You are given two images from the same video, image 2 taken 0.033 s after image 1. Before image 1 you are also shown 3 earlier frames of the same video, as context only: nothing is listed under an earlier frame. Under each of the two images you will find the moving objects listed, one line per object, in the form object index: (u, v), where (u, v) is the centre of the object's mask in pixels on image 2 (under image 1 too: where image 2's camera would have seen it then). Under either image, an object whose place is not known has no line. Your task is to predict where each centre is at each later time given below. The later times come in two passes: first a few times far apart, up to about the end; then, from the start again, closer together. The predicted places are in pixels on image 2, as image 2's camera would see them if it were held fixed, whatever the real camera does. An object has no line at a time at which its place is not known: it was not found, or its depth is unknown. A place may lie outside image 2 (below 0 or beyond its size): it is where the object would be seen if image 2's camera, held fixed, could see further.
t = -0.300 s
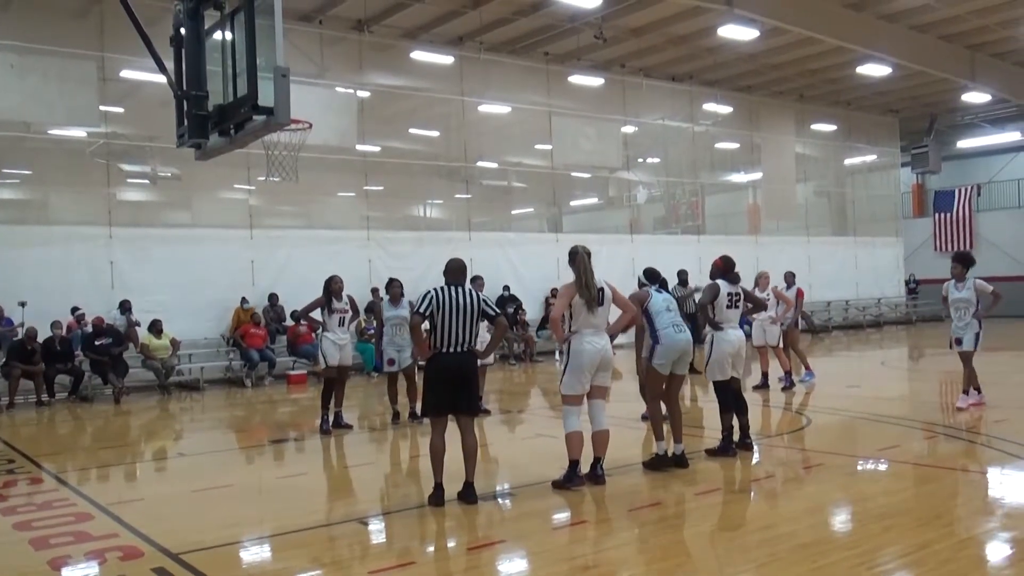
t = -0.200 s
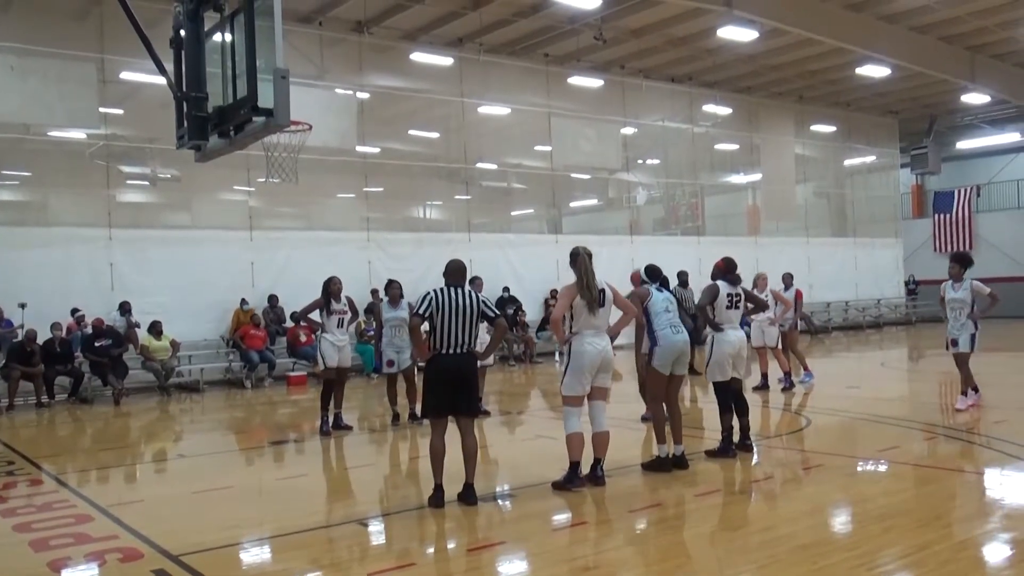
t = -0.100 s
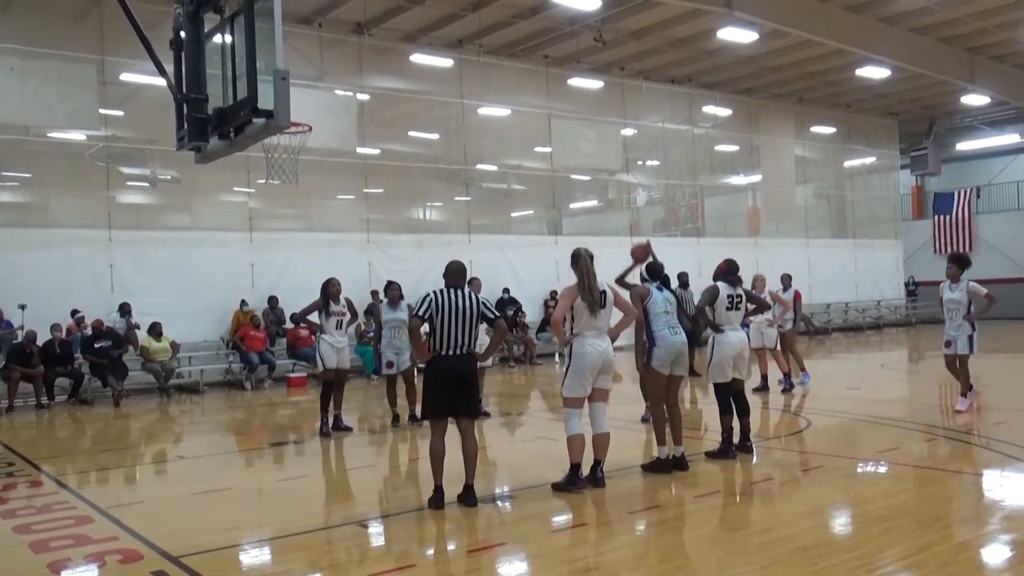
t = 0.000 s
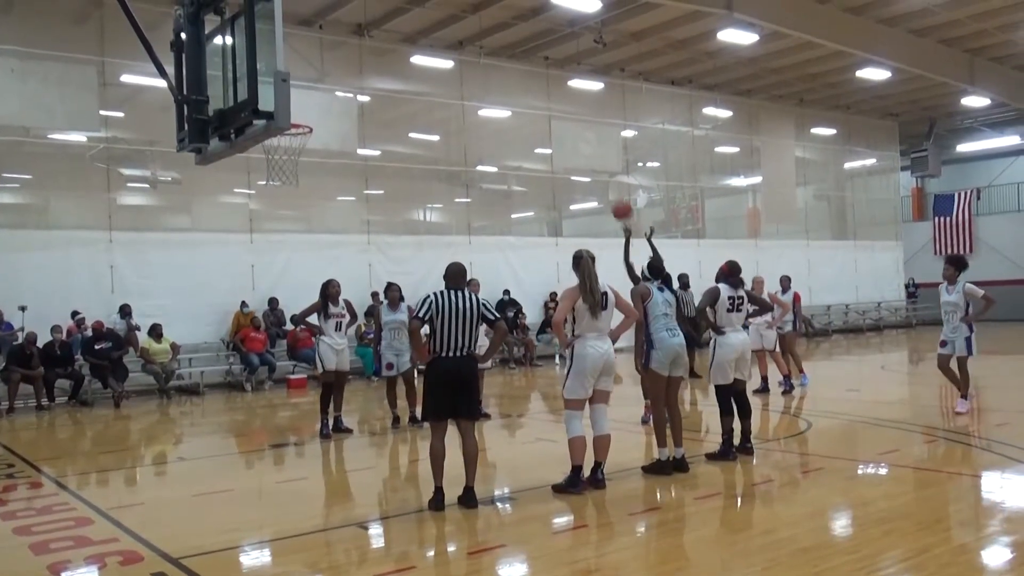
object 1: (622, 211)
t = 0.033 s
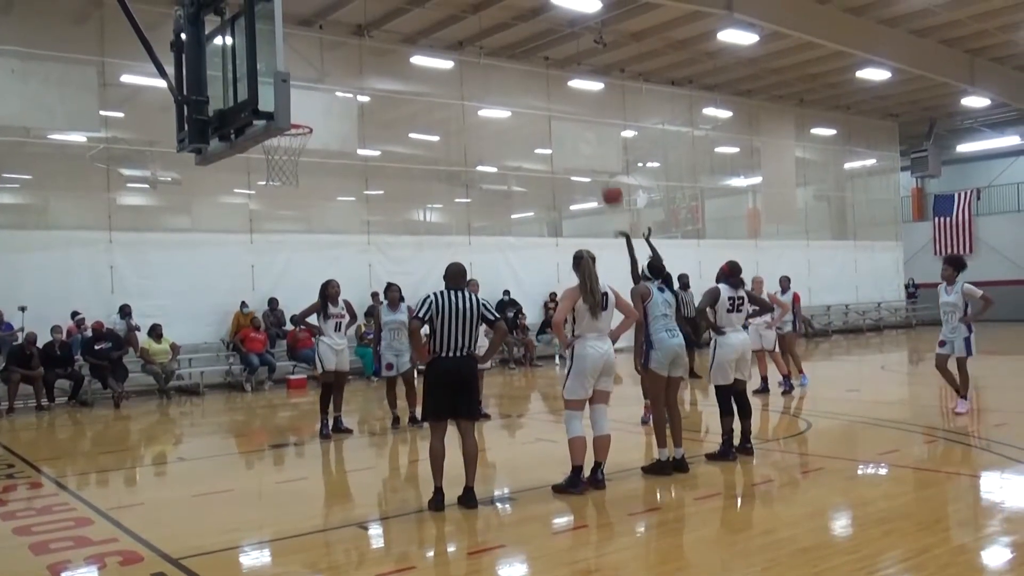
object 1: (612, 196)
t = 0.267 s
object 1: (541, 106)
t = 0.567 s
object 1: (441, 53)
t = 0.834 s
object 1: (341, 78)
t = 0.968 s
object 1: (296, 120)
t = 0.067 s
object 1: (603, 180)
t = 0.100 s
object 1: (592, 165)
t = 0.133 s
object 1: (582, 152)
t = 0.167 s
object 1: (572, 139)
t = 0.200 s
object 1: (562, 127)
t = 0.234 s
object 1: (552, 115)
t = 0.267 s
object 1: (541, 106)
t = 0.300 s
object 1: (530, 96)
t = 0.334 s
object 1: (520, 88)
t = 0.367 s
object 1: (509, 80)
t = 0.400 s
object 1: (499, 73)
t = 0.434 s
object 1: (487, 67)
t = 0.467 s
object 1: (476, 61)
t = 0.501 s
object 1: (465, 57)
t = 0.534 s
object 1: (454, 55)
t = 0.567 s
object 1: (441, 53)
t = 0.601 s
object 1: (429, 51)
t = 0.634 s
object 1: (417, 52)
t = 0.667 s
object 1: (405, 54)
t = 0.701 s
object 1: (393, 57)
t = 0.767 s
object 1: (367, 67)
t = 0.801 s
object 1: (355, 71)
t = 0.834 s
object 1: (341, 78)
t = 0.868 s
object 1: (329, 86)
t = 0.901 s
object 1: (315, 96)
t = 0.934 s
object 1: (303, 107)
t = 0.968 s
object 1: (296, 120)
